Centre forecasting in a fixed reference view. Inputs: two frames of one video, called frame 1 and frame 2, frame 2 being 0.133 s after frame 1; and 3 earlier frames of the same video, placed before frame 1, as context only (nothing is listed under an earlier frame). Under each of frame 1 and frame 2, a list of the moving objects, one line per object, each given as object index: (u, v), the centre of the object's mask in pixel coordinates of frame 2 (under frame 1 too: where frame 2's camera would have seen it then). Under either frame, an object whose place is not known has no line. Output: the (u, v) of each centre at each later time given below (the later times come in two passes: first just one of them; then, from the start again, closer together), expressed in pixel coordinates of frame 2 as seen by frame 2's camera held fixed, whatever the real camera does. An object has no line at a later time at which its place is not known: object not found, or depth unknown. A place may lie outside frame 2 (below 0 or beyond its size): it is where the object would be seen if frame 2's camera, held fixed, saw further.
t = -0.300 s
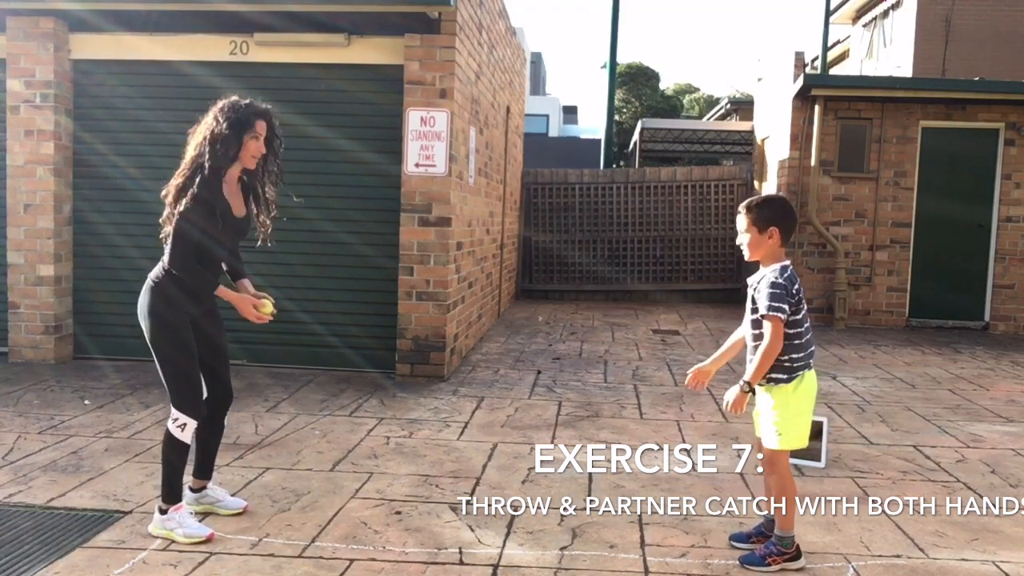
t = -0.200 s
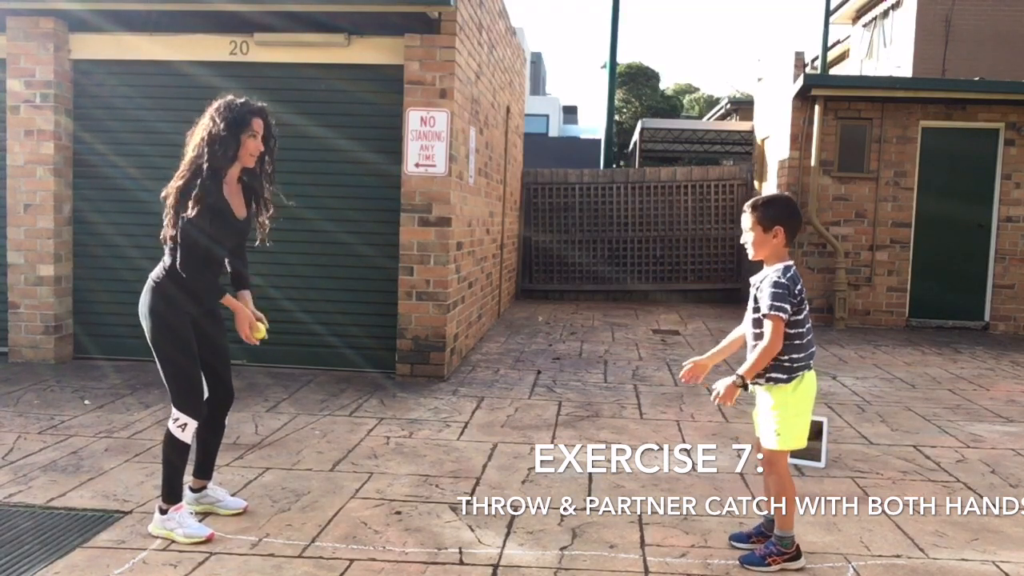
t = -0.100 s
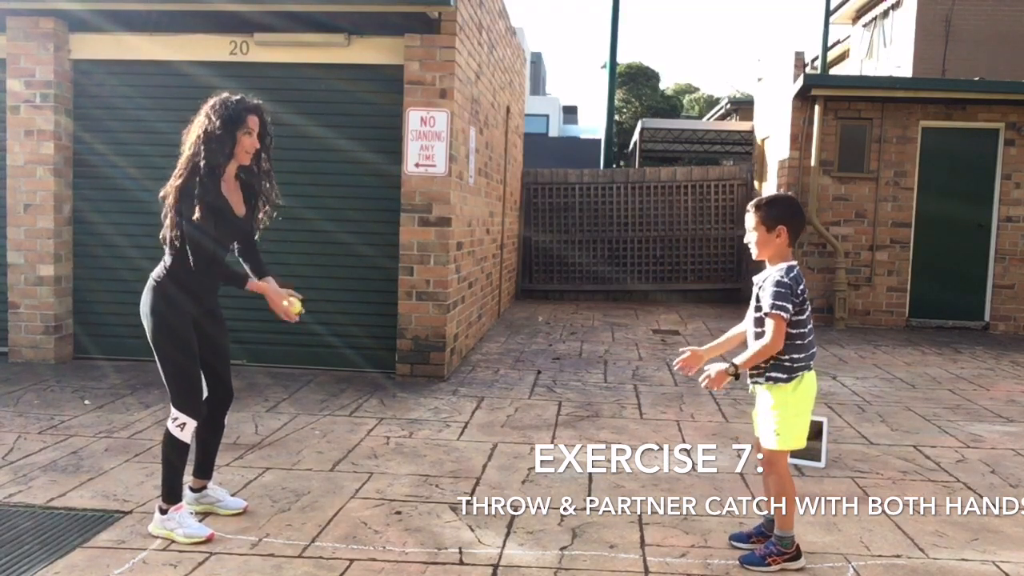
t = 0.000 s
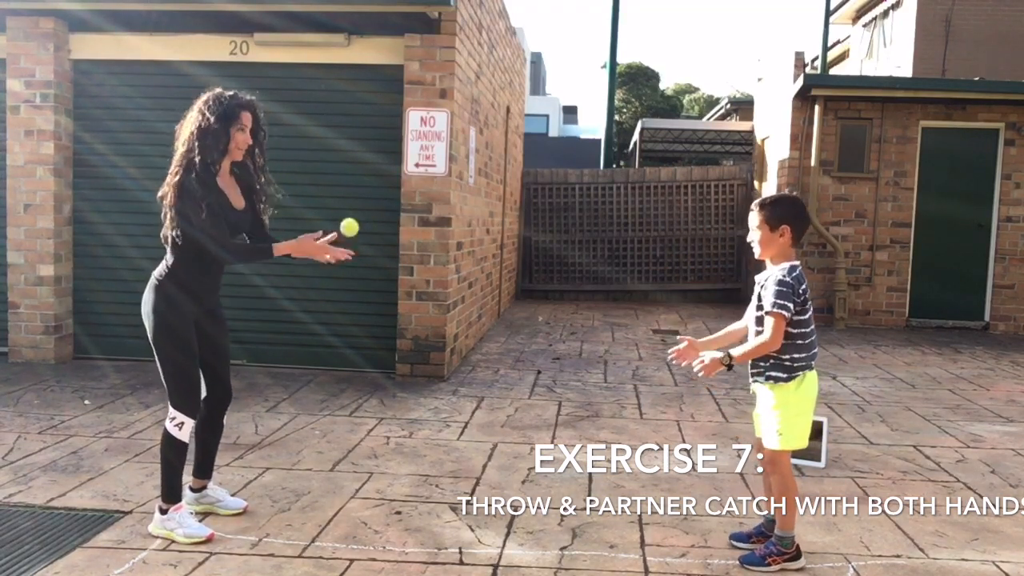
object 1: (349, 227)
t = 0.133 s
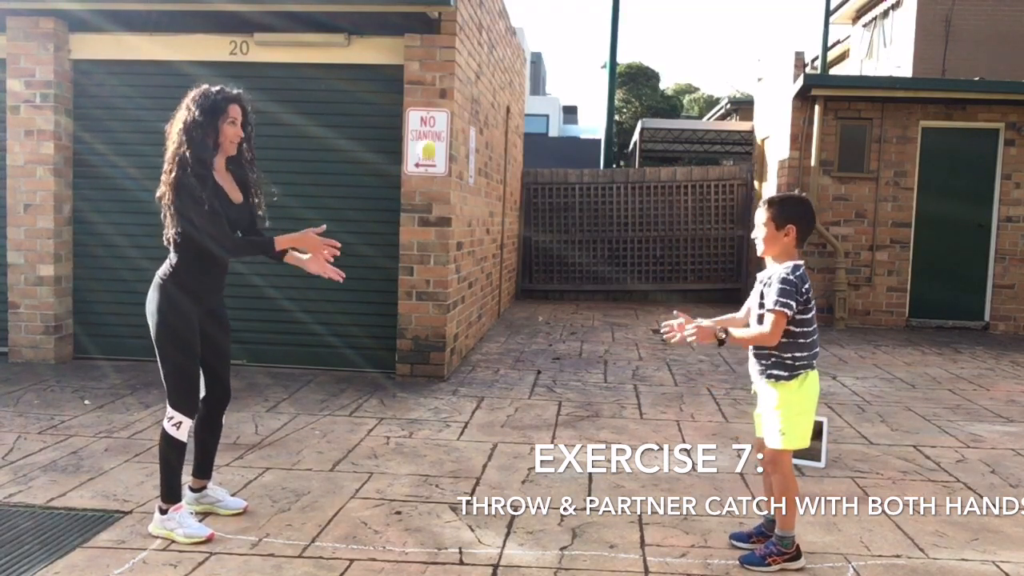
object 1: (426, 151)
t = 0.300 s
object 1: (528, 115)
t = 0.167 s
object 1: (446, 136)
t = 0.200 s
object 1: (466, 127)
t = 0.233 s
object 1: (487, 120)
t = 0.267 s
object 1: (508, 116)
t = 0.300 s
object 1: (528, 115)
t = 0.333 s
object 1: (549, 118)
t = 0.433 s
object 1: (613, 146)
